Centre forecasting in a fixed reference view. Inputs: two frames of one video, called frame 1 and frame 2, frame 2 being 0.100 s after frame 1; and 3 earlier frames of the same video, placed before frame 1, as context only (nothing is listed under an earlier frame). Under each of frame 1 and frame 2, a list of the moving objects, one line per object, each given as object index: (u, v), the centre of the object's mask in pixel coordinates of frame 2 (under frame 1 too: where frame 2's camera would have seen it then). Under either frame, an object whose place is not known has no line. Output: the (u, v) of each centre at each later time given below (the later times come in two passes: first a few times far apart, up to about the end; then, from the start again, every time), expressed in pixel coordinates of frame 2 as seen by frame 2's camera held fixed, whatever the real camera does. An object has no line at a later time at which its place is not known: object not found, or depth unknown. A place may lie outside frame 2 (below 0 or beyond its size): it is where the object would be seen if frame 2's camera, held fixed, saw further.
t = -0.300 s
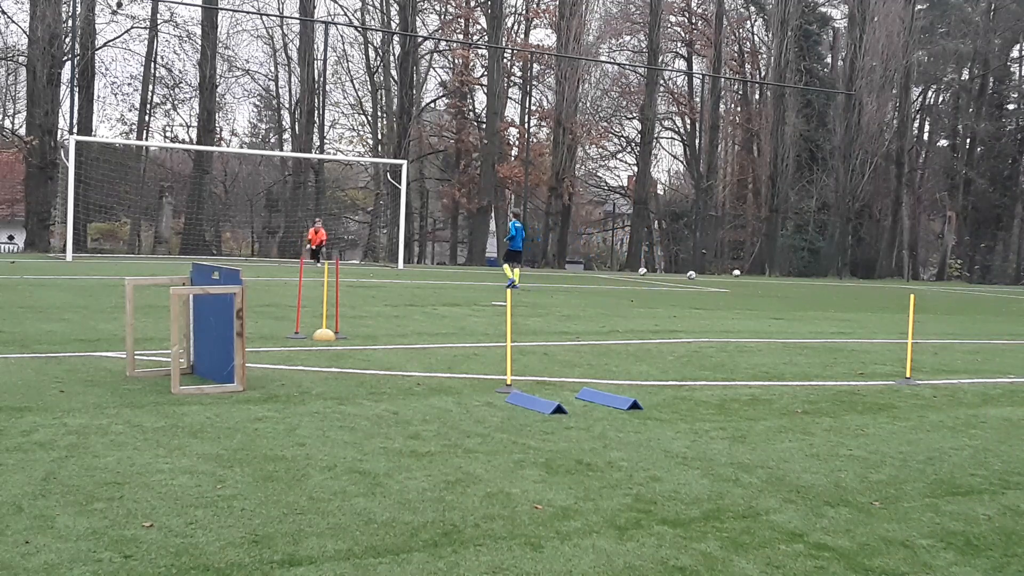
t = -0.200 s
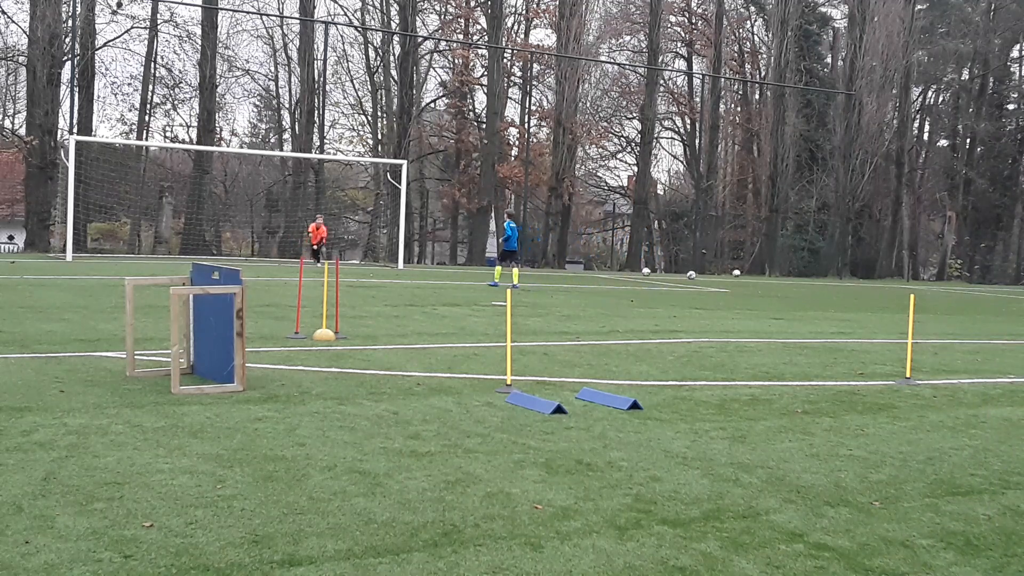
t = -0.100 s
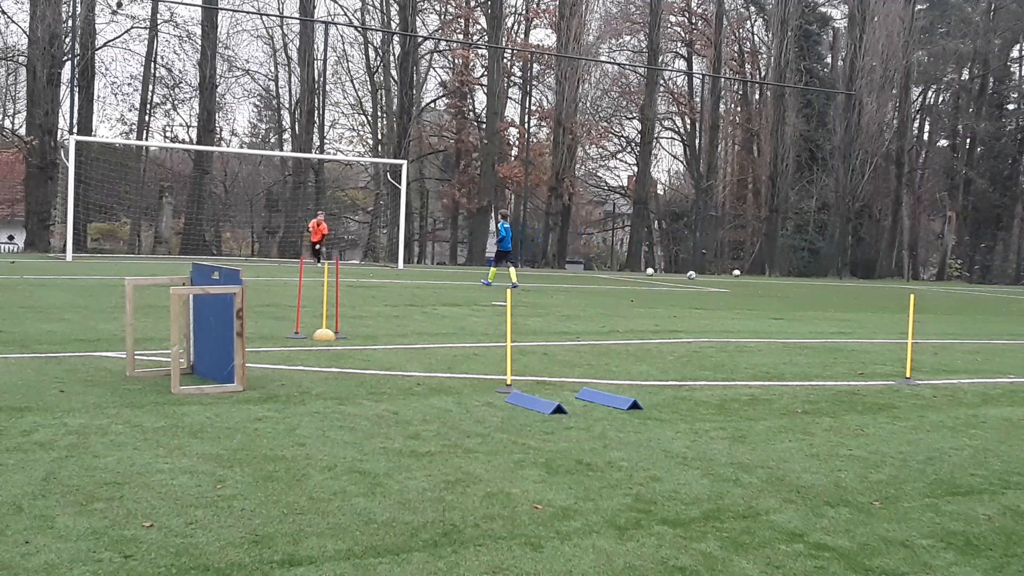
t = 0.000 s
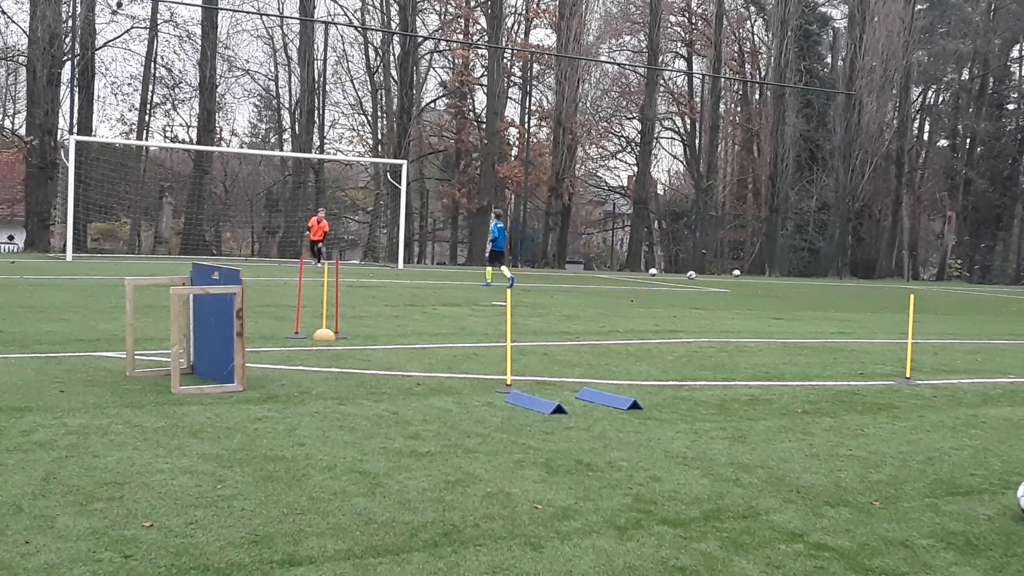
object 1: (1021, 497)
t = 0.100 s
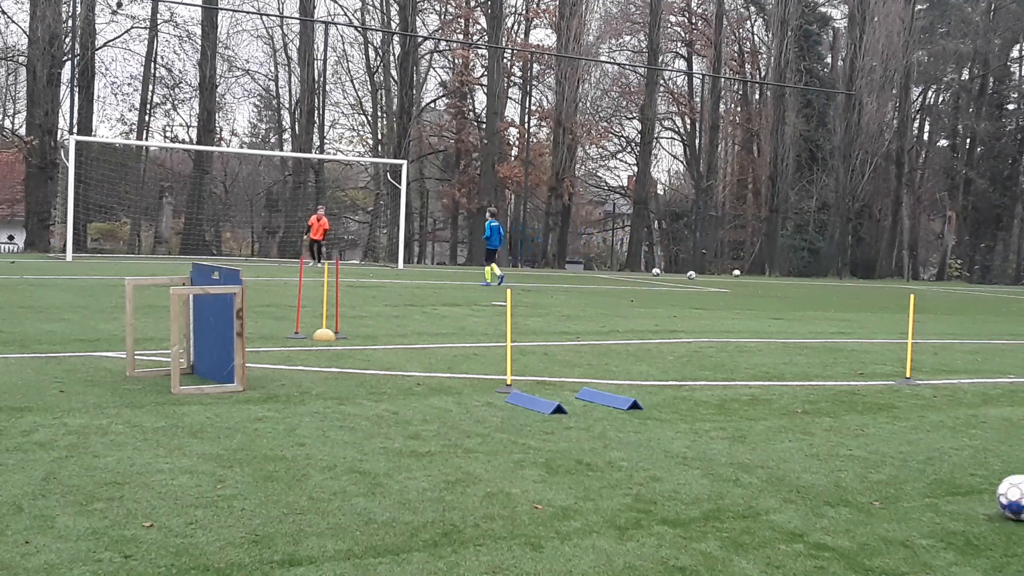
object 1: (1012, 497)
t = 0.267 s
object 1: (988, 495)
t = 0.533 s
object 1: (936, 492)
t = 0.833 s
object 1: (884, 488)
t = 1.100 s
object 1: (842, 483)
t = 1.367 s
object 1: (803, 480)
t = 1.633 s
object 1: (770, 476)
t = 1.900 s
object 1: (742, 472)
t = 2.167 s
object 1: (718, 469)
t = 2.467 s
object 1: (696, 466)
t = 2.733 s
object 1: (680, 462)
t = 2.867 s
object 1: (674, 461)
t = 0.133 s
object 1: (1008, 497)
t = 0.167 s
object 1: (1005, 496)
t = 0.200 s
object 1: (1001, 496)
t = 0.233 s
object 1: (994, 496)
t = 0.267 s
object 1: (988, 495)
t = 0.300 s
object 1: (981, 495)
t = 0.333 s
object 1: (975, 494)
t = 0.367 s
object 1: (968, 494)
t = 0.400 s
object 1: (961, 493)
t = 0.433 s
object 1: (954, 492)
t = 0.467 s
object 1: (948, 492)
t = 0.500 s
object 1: (942, 492)
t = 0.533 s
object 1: (936, 492)
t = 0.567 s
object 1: (930, 491)
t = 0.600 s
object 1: (924, 491)
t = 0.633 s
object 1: (919, 490)
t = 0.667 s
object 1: (913, 490)
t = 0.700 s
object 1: (907, 490)
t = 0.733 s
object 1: (901, 489)
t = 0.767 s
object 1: (895, 489)
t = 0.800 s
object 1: (890, 488)
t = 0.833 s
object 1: (884, 488)
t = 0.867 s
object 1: (879, 487)
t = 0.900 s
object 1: (873, 486)
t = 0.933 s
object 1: (868, 485)
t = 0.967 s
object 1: (863, 485)
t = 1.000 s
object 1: (857, 485)
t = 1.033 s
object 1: (852, 484)
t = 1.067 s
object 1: (847, 484)
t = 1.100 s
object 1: (842, 483)
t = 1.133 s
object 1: (837, 483)
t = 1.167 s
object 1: (831, 483)
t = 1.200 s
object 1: (827, 482)
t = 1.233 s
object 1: (822, 481)
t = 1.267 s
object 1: (817, 481)
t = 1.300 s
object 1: (812, 481)
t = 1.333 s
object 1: (808, 480)
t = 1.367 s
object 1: (803, 480)
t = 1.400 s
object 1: (799, 479)
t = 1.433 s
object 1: (795, 479)
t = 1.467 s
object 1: (790, 479)
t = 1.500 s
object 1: (786, 478)
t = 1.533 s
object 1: (782, 477)
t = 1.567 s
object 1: (778, 477)
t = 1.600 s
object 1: (774, 476)
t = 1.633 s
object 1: (770, 476)
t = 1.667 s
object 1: (766, 476)
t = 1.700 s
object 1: (762, 475)
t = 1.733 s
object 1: (759, 475)
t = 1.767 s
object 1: (755, 474)
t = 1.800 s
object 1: (752, 474)
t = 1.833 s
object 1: (749, 473)
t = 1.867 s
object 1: (745, 473)
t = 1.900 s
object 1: (742, 472)
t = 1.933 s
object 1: (739, 472)
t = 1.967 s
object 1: (736, 471)
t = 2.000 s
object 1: (733, 471)
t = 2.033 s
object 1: (730, 471)
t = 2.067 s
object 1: (727, 470)
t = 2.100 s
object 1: (724, 470)
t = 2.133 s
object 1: (721, 470)
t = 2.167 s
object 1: (718, 469)
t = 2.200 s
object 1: (716, 469)
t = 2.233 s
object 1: (714, 468)
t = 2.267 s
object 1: (711, 468)
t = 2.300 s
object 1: (709, 468)
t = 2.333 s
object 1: (706, 467)
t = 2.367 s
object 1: (704, 467)
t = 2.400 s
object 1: (701, 467)
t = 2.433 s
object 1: (698, 466)
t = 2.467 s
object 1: (696, 466)
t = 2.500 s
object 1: (694, 465)
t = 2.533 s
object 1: (692, 465)
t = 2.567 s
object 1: (689, 464)
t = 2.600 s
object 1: (687, 464)
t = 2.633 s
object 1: (685, 463)
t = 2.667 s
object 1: (683, 463)
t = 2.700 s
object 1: (681, 463)
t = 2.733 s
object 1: (680, 462)
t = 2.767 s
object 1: (678, 462)
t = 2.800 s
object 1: (677, 462)
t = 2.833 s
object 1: (676, 461)
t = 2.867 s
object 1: (674, 461)
